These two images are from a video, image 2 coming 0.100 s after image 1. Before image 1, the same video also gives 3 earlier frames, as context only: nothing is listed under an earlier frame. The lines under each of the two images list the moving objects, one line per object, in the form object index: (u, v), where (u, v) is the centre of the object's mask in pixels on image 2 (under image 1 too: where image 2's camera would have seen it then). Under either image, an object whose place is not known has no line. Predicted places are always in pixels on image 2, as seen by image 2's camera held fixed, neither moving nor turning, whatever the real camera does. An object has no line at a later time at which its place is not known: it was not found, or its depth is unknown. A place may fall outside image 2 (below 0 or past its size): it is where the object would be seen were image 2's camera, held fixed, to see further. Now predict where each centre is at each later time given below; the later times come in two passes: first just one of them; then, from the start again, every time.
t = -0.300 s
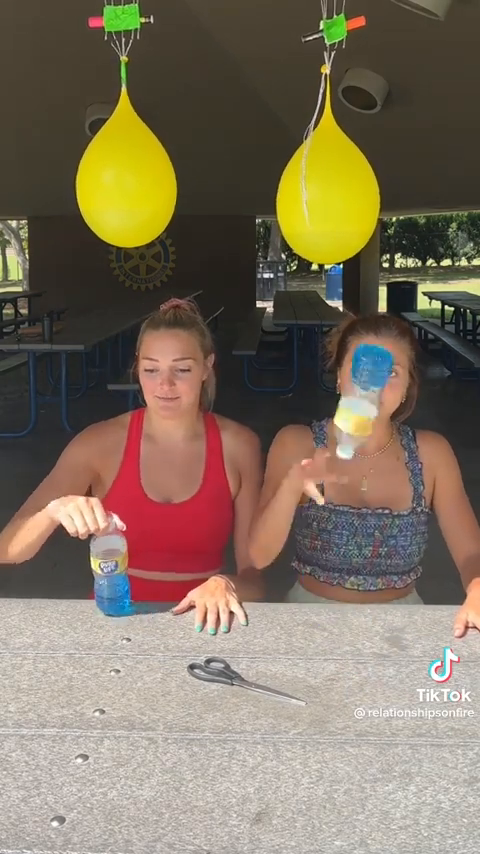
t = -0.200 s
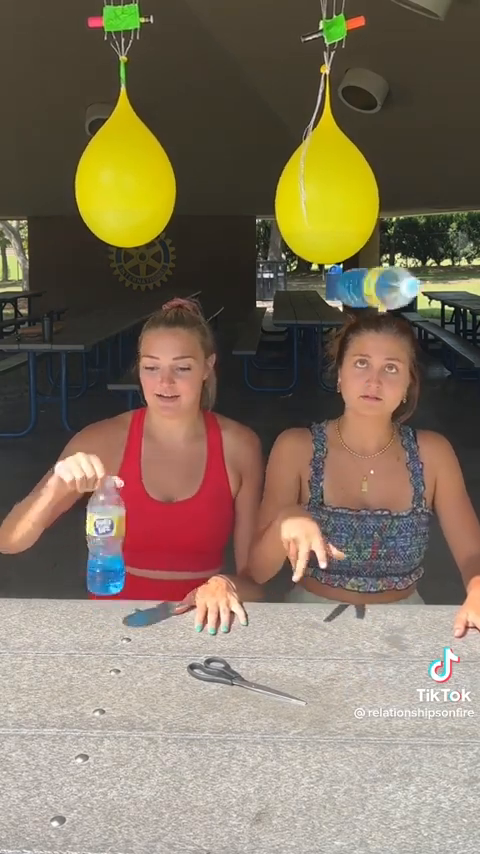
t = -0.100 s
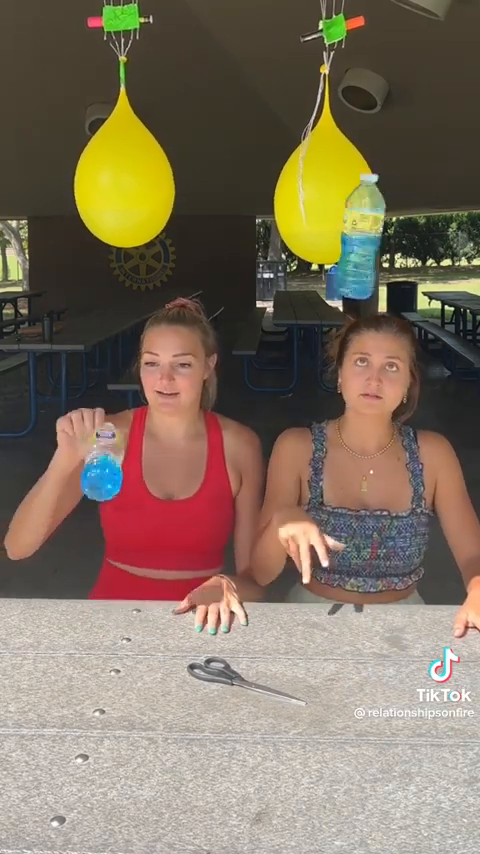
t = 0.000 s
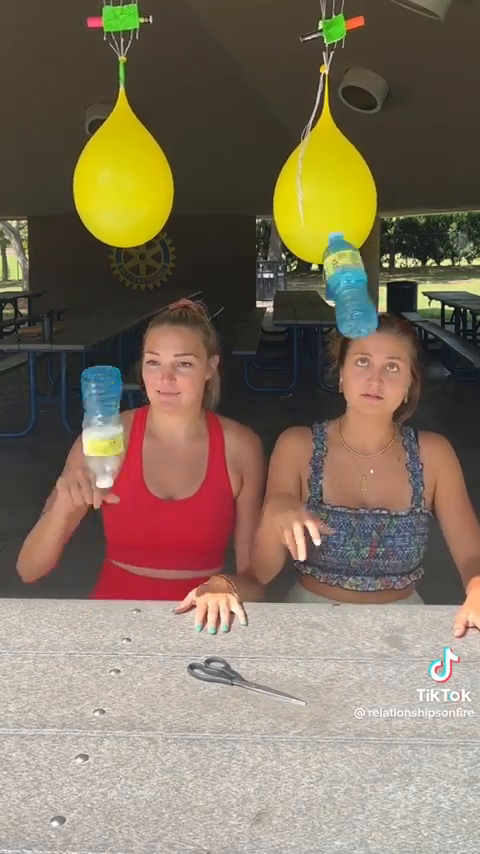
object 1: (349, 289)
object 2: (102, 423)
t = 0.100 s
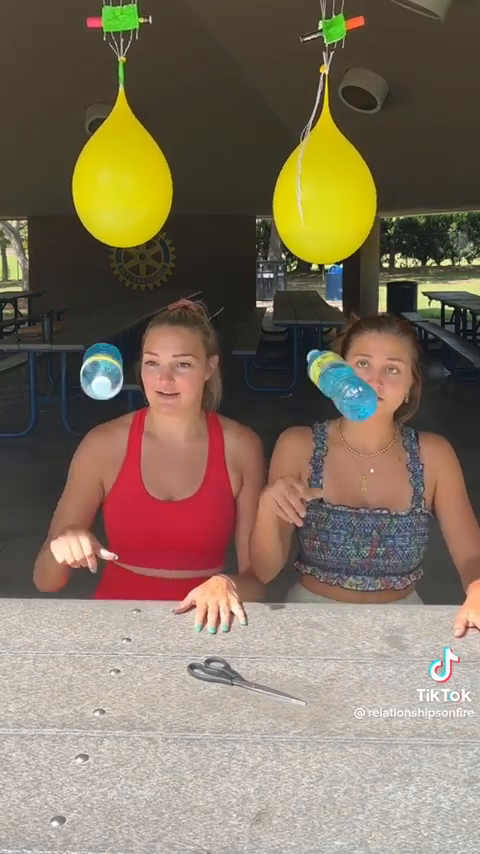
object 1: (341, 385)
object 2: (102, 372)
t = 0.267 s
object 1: (336, 624)
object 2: (104, 438)
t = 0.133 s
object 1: (340, 428)
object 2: (101, 366)
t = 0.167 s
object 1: (340, 477)
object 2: (102, 374)
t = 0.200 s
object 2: (103, 389)
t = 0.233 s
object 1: (336, 587)
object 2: (104, 410)
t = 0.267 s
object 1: (336, 624)
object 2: (104, 438)
